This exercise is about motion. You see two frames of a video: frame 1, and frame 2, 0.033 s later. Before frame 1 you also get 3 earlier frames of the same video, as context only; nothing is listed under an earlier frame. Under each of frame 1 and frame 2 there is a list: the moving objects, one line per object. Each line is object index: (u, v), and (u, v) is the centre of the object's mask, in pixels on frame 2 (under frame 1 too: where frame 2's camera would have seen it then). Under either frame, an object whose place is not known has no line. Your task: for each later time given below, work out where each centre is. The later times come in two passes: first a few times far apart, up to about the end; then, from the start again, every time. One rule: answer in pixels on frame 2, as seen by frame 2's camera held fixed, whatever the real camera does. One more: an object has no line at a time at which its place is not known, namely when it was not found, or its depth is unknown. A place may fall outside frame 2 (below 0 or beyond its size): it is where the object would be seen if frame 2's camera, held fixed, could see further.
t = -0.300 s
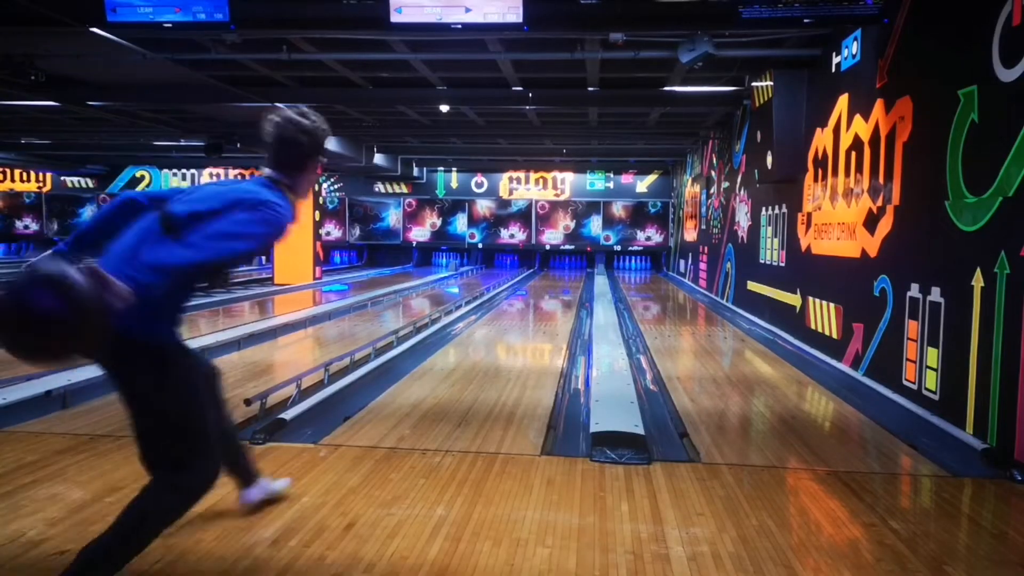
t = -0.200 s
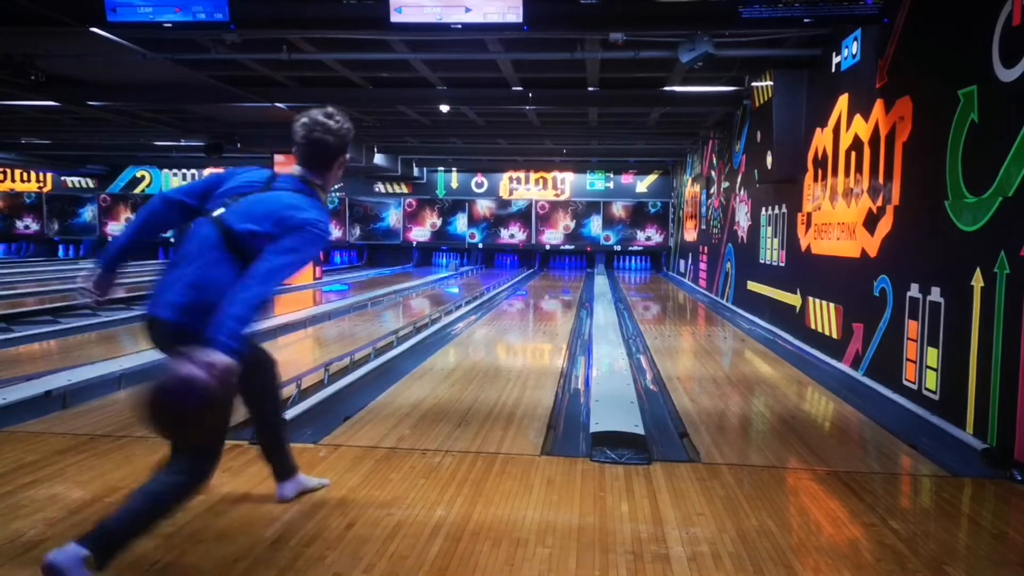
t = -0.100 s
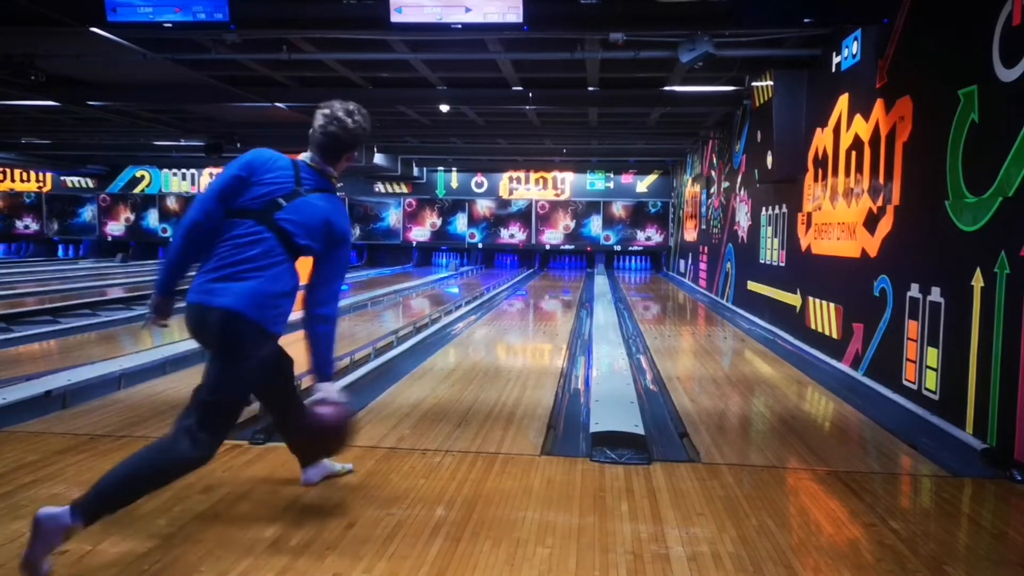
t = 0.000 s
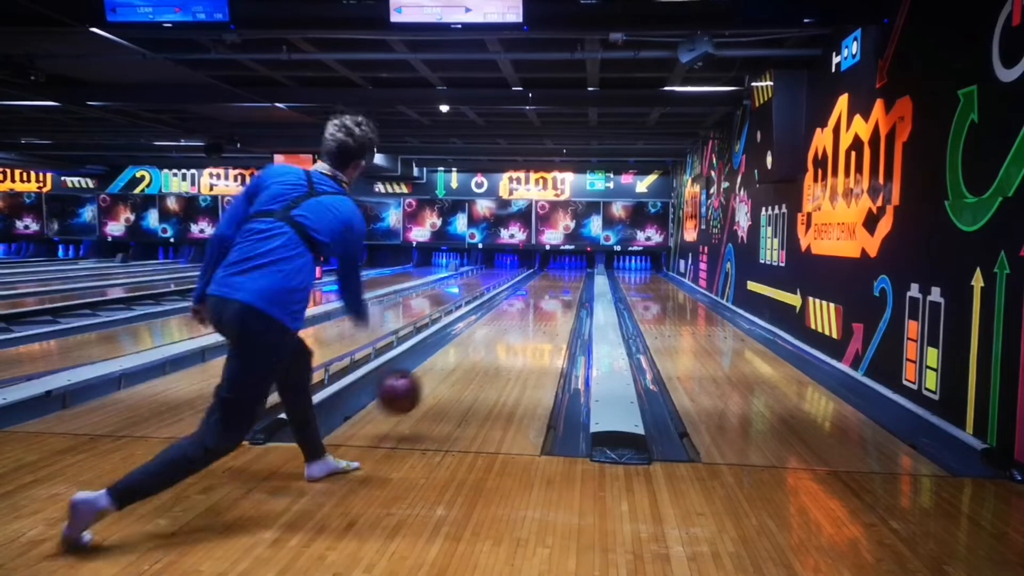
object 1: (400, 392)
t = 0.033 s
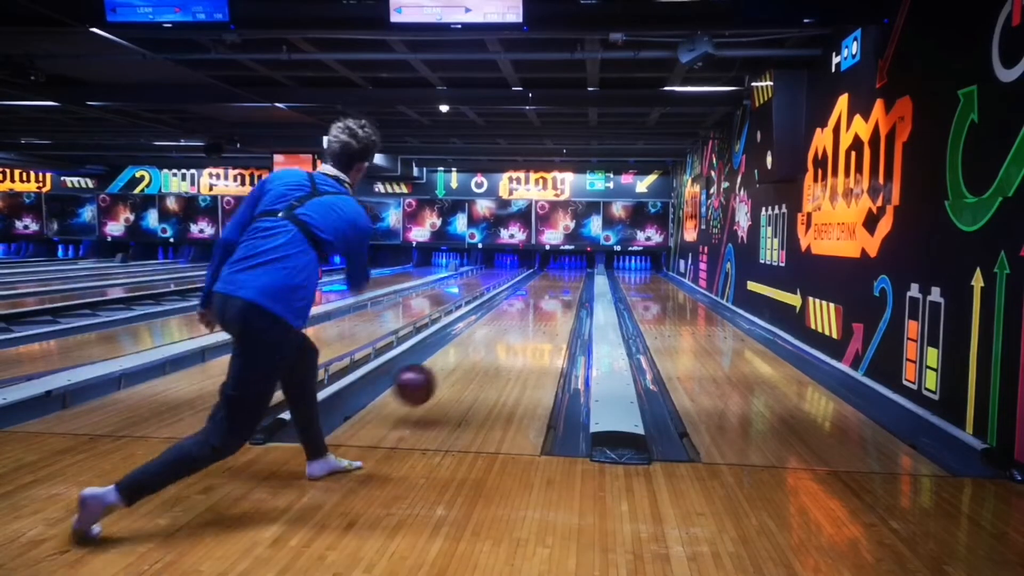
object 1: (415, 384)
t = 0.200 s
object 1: (469, 360)
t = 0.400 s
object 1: (504, 328)
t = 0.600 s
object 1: (525, 310)
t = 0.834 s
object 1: (540, 296)
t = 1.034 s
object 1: (548, 288)
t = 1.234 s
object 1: (554, 281)
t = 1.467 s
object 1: (559, 276)
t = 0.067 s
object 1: (429, 380)
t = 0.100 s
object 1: (441, 378)
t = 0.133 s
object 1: (452, 376)
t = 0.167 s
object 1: (461, 367)
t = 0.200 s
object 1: (469, 360)
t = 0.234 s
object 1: (476, 353)
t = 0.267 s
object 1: (483, 347)
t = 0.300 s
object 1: (489, 342)
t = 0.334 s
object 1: (495, 336)
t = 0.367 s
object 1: (500, 332)
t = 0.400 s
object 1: (504, 328)
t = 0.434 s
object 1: (508, 324)
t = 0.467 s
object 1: (512, 321)
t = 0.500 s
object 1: (516, 318)
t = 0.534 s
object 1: (519, 315)
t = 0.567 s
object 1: (522, 313)
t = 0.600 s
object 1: (525, 310)
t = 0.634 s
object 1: (528, 308)
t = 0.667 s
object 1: (530, 305)
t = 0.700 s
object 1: (532, 303)
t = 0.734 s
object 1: (535, 301)
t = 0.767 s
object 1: (536, 300)
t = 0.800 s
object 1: (538, 298)
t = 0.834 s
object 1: (540, 296)
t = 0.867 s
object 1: (542, 295)
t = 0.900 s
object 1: (543, 293)
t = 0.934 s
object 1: (544, 291)
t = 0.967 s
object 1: (546, 291)
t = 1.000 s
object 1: (547, 289)
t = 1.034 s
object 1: (548, 288)
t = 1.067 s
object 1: (550, 287)
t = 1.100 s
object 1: (551, 286)
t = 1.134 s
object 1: (552, 284)
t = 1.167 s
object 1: (552, 283)
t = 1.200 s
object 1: (553, 282)
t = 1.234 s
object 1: (554, 281)
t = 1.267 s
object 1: (555, 280)
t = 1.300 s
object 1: (556, 280)
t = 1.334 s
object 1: (557, 279)
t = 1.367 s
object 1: (557, 278)
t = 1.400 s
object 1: (558, 277)
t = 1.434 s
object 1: (558, 277)
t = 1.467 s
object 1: (559, 276)
